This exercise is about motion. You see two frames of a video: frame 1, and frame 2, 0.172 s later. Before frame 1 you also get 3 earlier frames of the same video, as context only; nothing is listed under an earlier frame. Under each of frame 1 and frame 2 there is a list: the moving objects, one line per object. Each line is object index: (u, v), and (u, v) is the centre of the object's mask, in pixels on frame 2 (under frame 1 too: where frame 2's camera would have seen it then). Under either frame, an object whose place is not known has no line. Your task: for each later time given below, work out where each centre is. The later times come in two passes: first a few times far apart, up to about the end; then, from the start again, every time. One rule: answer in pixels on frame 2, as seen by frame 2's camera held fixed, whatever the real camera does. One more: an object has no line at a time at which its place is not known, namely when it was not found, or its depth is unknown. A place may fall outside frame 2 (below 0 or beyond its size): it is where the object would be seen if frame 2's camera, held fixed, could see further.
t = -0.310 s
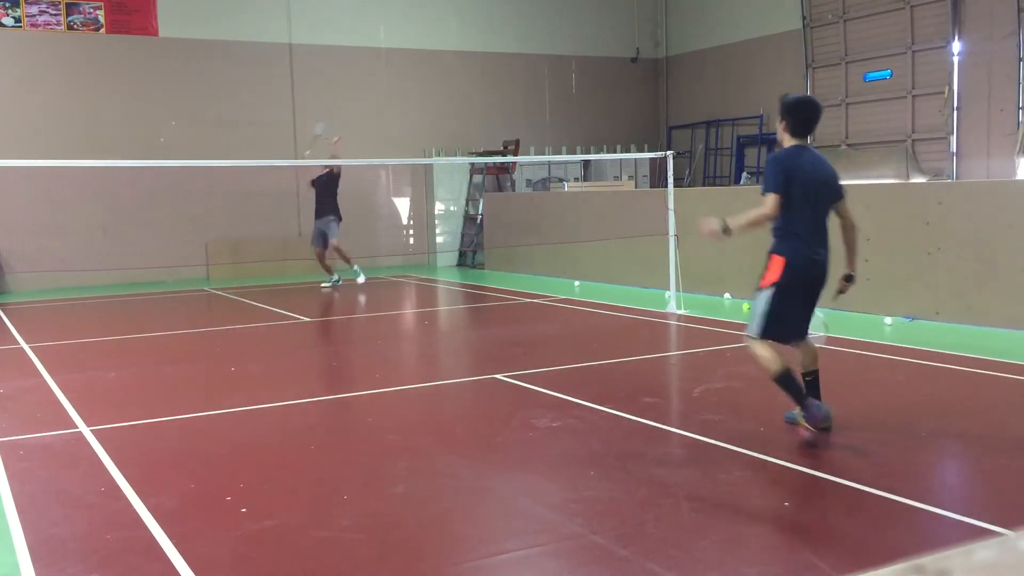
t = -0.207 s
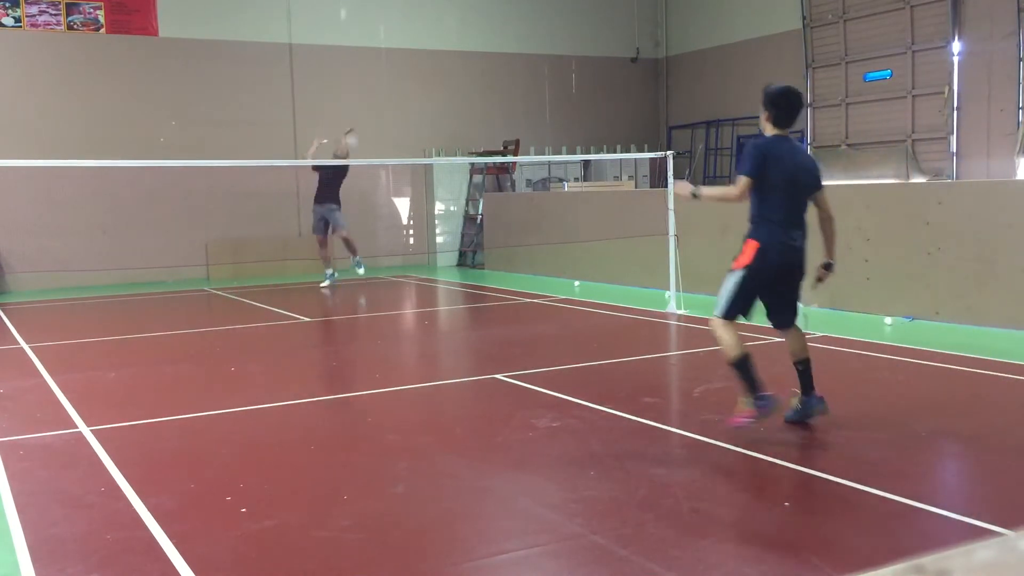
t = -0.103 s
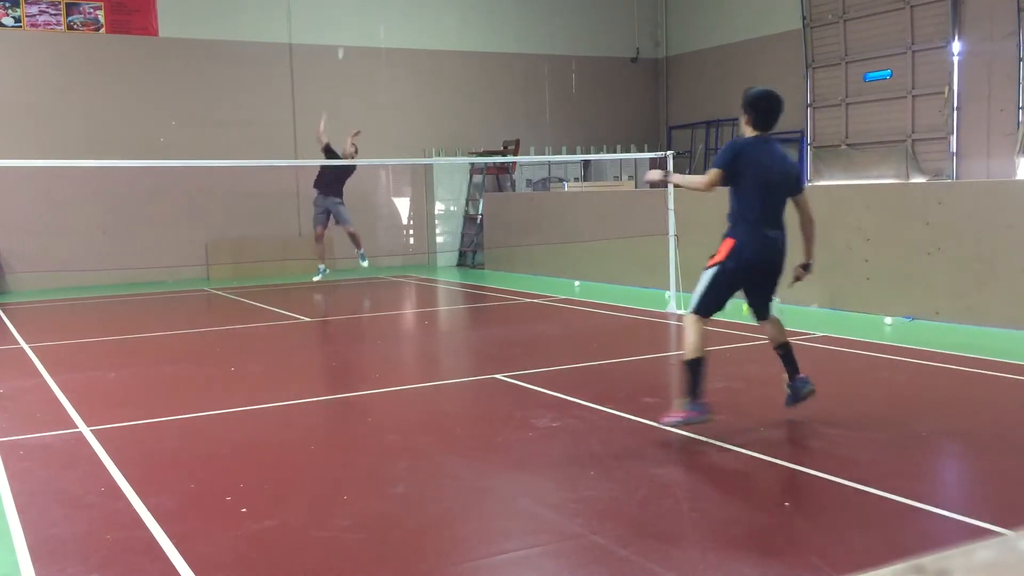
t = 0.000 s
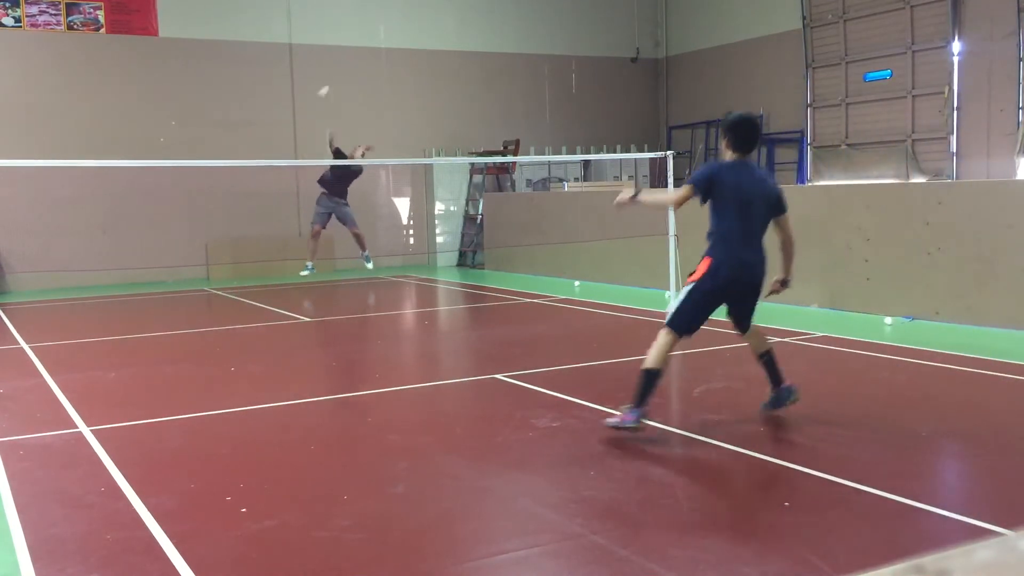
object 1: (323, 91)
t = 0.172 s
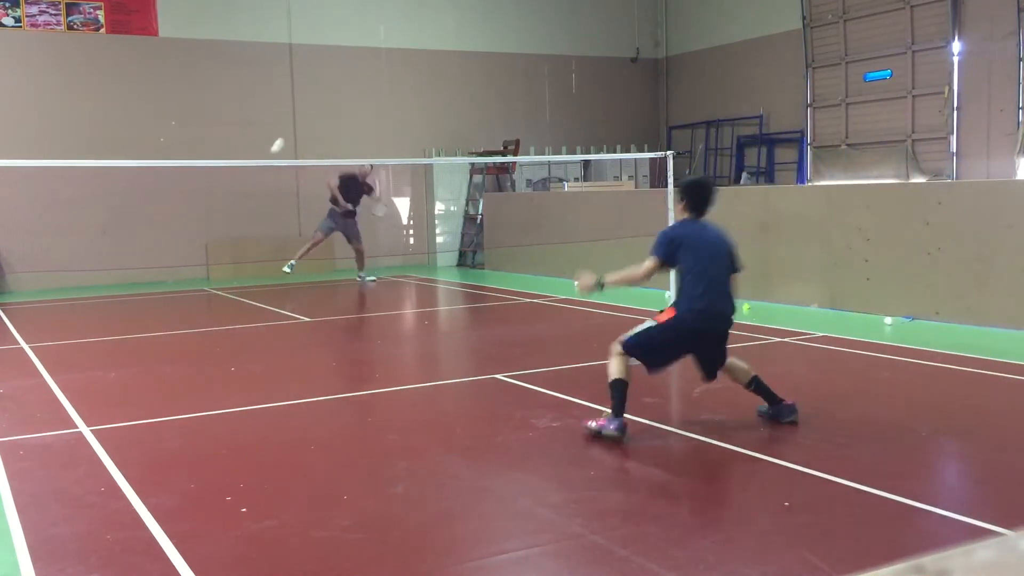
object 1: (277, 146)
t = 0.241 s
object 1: (260, 177)
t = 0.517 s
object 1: (185, 374)
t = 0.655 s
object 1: (144, 459)
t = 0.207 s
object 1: (269, 161)
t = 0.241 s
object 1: (260, 177)
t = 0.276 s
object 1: (252, 194)
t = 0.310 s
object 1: (243, 213)
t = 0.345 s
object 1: (234, 235)
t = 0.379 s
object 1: (225, 258)
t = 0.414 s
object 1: (215, 283)
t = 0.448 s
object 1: (205, 311)
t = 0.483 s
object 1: (195, 341)
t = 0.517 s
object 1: (185, 374)
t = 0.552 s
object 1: (174, 408)
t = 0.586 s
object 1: (163, 448)
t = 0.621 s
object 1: (154, 461)
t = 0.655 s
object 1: (144, 459)
